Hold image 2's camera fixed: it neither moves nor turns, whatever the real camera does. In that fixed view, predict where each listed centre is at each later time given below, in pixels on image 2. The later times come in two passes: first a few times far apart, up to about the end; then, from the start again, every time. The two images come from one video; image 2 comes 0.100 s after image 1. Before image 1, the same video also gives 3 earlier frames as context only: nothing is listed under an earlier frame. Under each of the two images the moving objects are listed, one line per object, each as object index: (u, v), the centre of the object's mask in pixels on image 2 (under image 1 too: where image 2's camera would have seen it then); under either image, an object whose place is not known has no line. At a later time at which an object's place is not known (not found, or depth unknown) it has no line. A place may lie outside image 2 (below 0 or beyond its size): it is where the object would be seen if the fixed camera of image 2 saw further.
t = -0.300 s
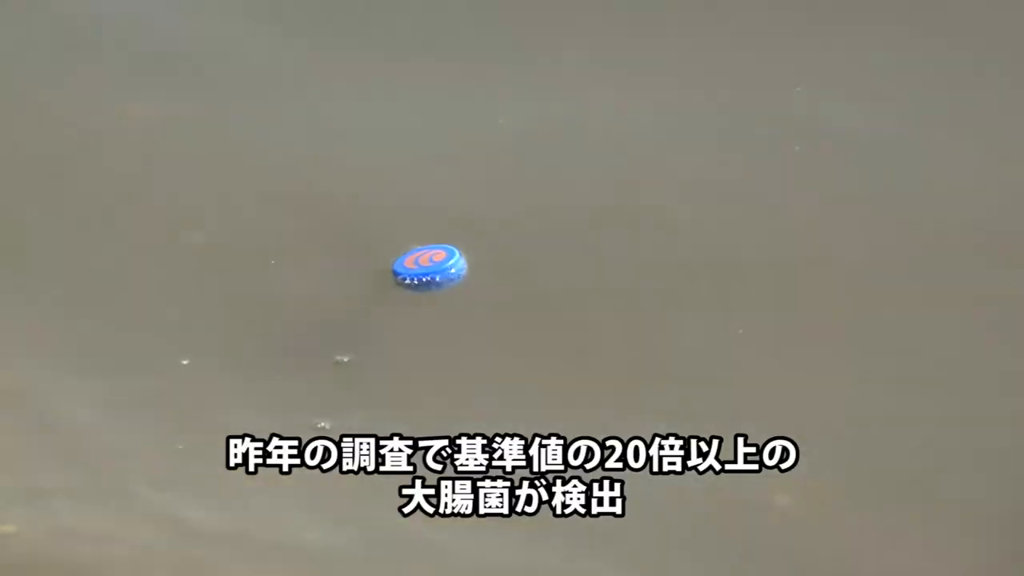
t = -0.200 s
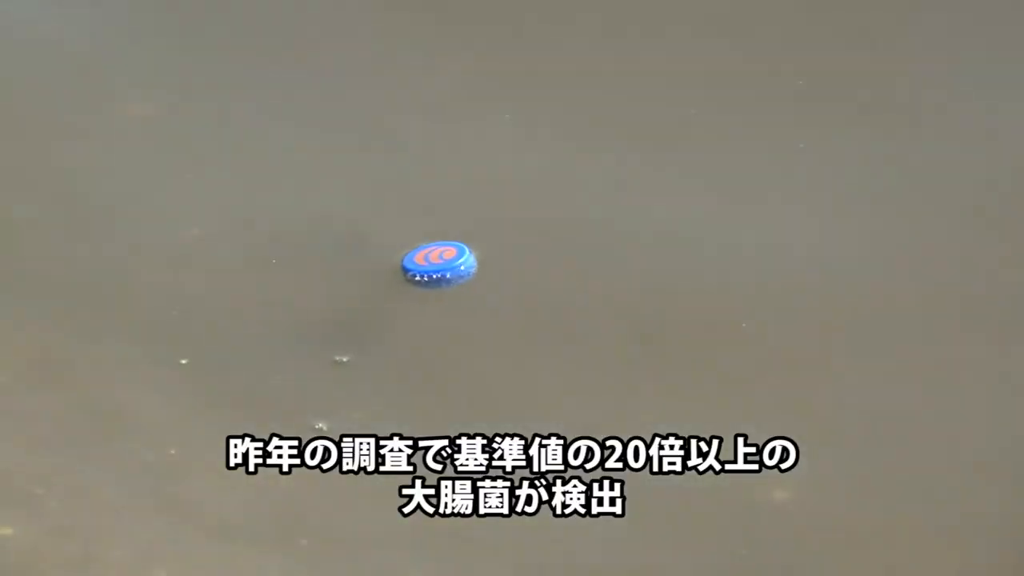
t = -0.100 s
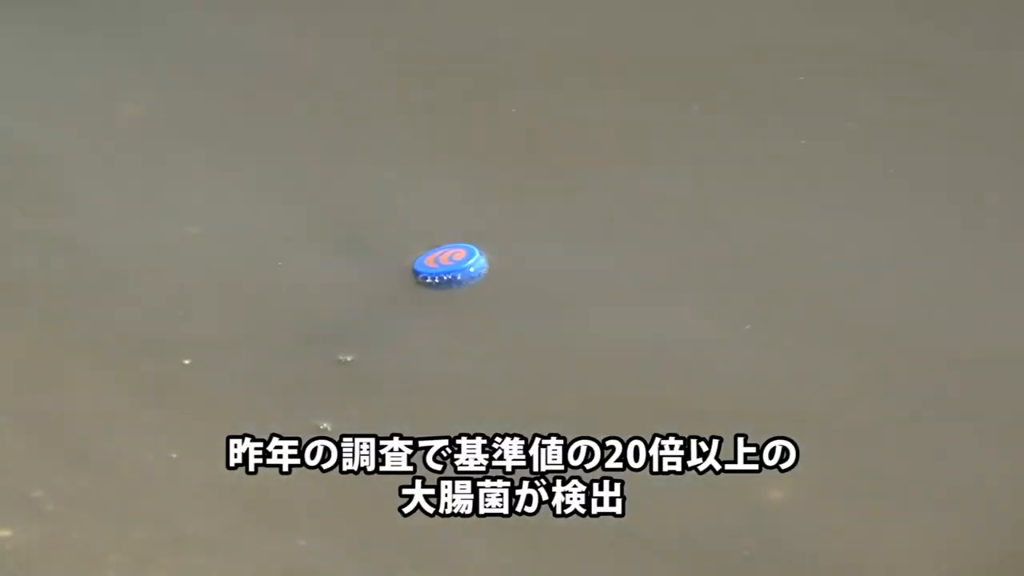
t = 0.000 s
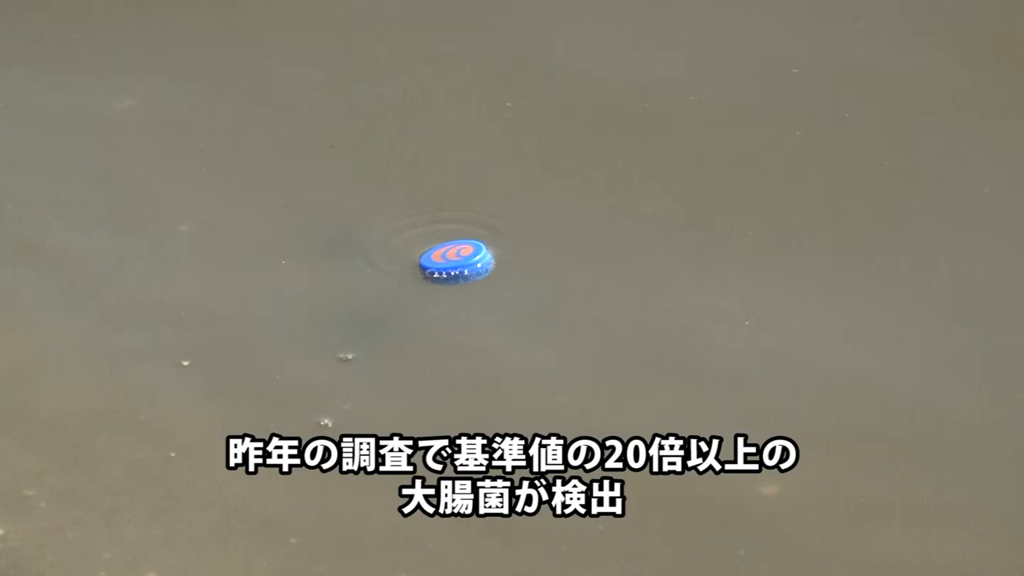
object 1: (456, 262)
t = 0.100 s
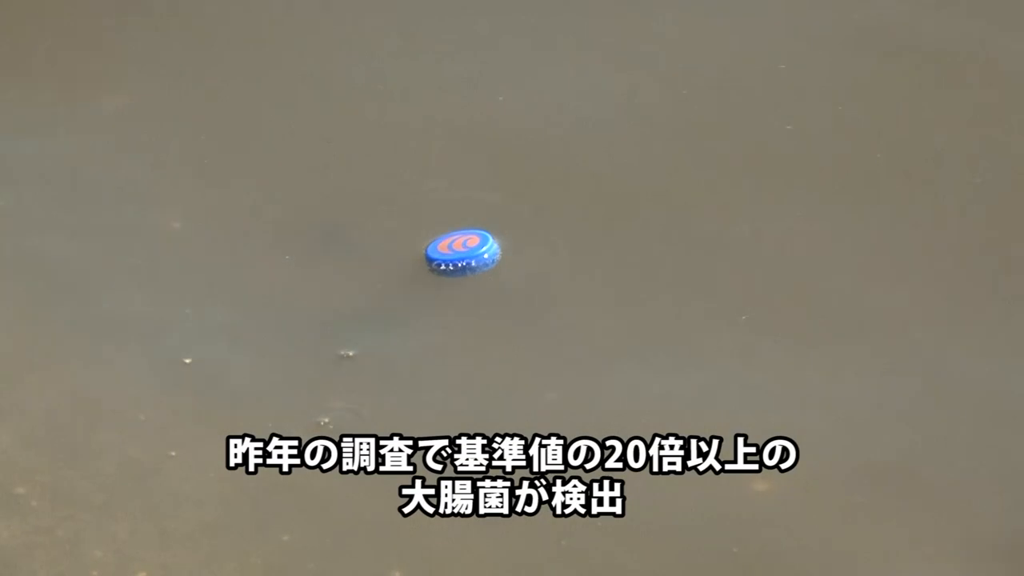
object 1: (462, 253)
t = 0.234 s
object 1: (464, 236)
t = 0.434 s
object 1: (452, 243)
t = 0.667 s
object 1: (418, 283)
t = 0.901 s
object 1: (394, 314)
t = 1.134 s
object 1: (375, 310)
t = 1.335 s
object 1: (361, 298)
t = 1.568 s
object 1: (389, 299)
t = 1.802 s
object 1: (455, 280)
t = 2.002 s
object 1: (532, 245)
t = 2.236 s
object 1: (528, 232)
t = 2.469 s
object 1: (486, 276)
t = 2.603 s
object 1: (473, 290)
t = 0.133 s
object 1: (463, 249)
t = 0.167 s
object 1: (465, 246)
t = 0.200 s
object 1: (465, 240)
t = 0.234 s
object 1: (464, 236)
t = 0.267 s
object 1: (464, 235)
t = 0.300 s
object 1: (462, 235)
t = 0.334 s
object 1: (461, 235)
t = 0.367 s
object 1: (460, 237)
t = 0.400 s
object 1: (456, 240)
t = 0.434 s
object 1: (452, 243)
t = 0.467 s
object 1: (448, 248)
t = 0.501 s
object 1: (442, 253)
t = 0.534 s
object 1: (438, 259)
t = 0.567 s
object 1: (434, 265)
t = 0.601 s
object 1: (429, 271)
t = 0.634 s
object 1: (423, 277)
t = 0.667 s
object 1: (418, 283)
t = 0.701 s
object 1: (414, 288)
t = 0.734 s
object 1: (409, 292)
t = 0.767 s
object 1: (405, 299)
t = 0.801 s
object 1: (402, 304)
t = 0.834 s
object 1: (398, 309)
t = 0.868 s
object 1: (396, 312)
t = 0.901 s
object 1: (394, 314)
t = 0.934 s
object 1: (391, 315)
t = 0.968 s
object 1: (388, 316)
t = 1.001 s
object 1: (386, 316)
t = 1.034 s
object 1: (385, 315)
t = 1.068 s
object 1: (383, 314)
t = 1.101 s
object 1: (379, 313)
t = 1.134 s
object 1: (375, 310)
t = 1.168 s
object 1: (371, 307)
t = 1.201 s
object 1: (367, 302)
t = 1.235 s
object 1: (364, 299)
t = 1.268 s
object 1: (361, 297)
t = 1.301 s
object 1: (361, 297)
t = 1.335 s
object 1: (361, 298)
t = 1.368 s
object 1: (362, 300)
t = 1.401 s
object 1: (364, 302)
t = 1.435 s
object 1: (367, 303)
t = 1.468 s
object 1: (371, 304)
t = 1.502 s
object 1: (376, 303)
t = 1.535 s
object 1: (382, 301)
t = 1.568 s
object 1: (389, 299)
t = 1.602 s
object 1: (398, 296)
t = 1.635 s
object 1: (407, 292)
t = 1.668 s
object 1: (415, 289)
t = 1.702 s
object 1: (424, 286)
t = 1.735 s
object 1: (433, 285)
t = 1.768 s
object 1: (443, 282)
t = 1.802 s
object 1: (455, 280)
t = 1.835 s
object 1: (469, 275)
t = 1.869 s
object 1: (482, 269)
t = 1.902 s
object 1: (495, 264)
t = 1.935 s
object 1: (509, 258)
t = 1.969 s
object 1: (522, 251)
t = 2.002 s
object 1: (532, 245)
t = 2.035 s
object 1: (540, 240)
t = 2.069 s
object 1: (545, 235)
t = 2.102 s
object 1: (547, 230)
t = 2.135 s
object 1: (546, 228)
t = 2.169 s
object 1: (543, 226)
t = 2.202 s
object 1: (536, 227)
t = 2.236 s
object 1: (528, 232)
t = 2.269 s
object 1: (522, 239)
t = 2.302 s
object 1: (516, 247)
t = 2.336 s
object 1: (510, 255)
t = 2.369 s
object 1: (504, 262)
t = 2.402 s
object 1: (497, 267)
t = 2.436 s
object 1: (492, 272)
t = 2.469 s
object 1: (486, 276)
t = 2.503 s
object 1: (481, 280)
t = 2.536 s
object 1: (477, 284)
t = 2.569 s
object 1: (474, 287)
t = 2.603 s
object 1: (473, 290)
